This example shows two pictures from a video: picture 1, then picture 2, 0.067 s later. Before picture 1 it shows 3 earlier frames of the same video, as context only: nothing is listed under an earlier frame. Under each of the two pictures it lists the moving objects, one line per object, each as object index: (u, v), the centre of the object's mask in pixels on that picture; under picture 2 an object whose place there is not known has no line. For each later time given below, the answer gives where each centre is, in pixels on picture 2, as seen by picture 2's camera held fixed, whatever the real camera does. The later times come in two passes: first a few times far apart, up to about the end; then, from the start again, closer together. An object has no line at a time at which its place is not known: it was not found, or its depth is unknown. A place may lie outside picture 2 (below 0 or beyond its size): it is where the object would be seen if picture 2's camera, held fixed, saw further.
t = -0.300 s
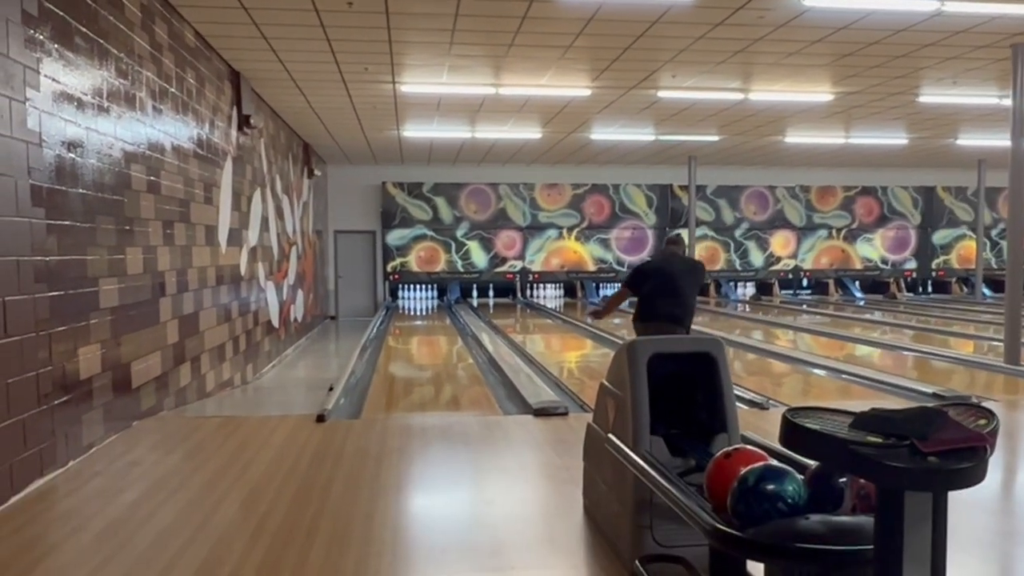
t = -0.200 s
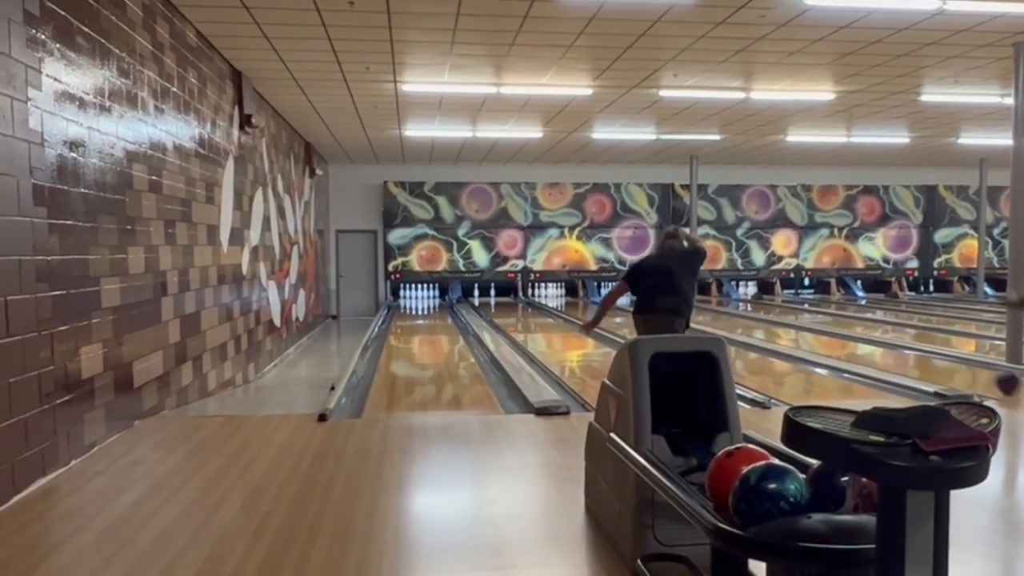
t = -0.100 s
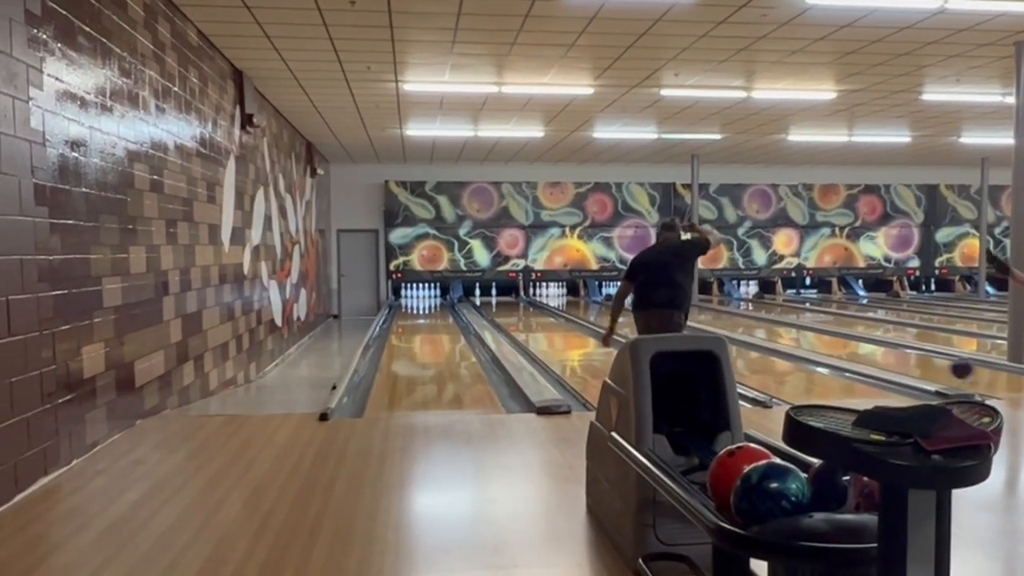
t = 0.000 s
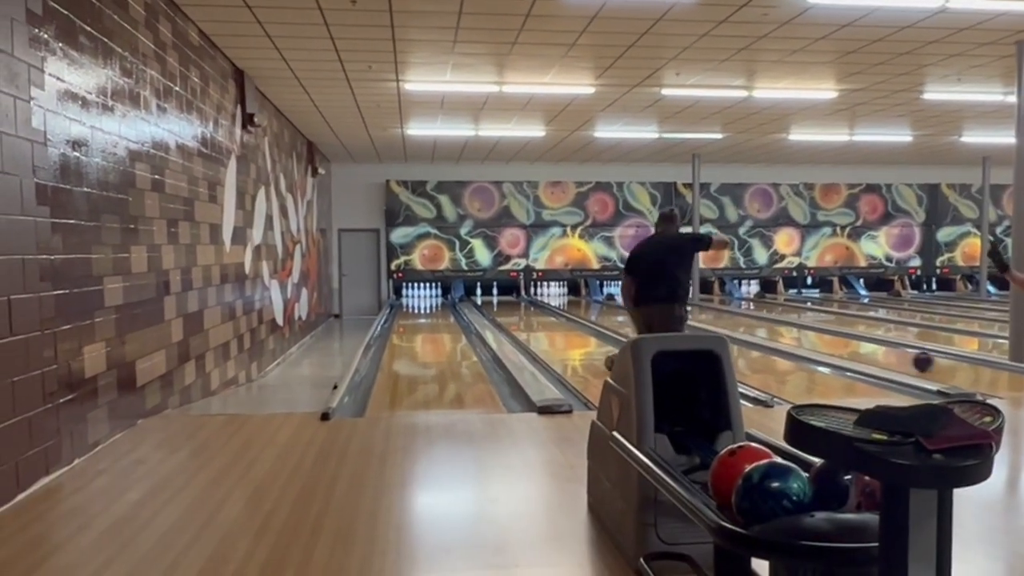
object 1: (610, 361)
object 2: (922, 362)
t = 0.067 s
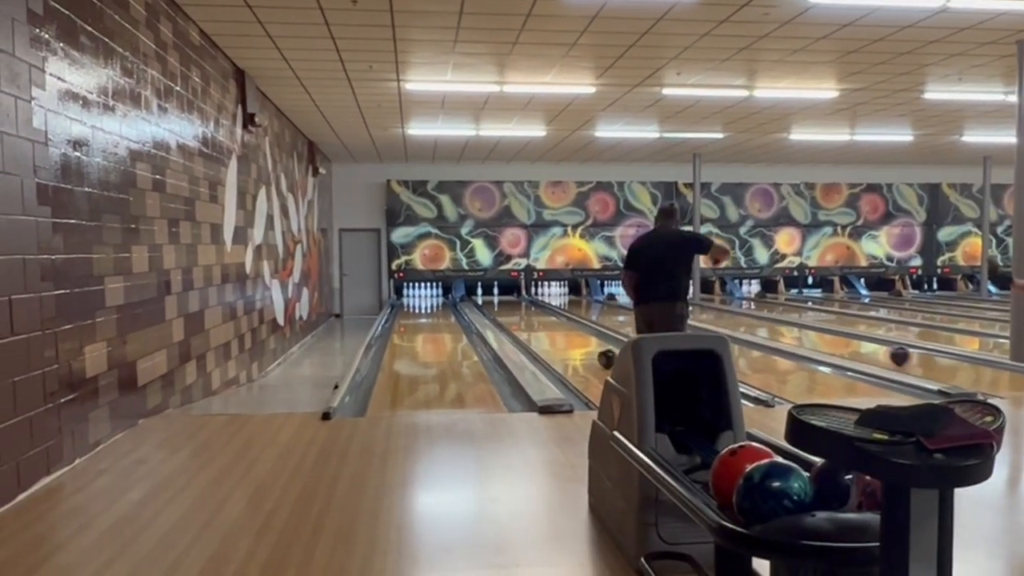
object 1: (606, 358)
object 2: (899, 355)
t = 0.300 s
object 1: (582, 345)
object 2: (831, 341)
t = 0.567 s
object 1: (559, 334)
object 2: (774, 329)
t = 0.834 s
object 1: (542, 324)
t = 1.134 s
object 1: (526, 318)
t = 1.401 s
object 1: (514, 312)
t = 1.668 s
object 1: (504, 306)
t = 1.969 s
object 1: (495, 300)
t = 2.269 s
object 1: (486, 298)
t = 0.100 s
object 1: (603, 356)
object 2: (888, 353)
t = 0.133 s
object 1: (599, 355)
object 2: (878, 351)
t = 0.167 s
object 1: (596, 352)
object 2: (867, 349)
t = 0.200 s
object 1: (592, 351)
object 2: (857, 347)
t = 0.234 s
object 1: (588, 349)
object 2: (849, 344)
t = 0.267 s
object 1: (585, 347)
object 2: (840, 343)
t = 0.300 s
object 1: (582, 345)
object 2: (831, 341)
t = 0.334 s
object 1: (579, 344)
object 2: (823, 339)
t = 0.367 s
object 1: (576, 342)
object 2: (815, 338)
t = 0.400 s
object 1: (573, 341)
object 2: (807, 336)
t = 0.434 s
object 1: (570, 339)
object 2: (800, 335)
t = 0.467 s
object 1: (567, 338)
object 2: (794, 333)
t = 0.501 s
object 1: (565, 336)
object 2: (787, 331)
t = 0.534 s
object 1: (562, 335)
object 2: (780, 330)
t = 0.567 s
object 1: (559, 334)
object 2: (774, 329)
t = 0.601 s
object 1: (557, 333)
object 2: (769, 327)
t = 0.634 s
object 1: (555, 331)
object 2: (763, 326)
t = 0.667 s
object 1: (552, 330)
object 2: (757, 324)
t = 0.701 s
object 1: (551, 328)
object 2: (752, 324)
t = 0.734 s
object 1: (548, 329)
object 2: (747, 323)
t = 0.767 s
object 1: (546, 328)
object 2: (742, 321)
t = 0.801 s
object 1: (544, 326)
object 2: (737, 320)
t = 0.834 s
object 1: (542, 324)
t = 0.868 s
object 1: (540, 323)
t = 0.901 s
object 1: (538, 322)
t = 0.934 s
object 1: (536, 321)
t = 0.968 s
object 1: (535, 321)
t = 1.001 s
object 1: (533, 320)
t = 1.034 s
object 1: (531, 320)
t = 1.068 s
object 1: (529, 318)
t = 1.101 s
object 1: (528, 317)
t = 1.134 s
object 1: (526, 318)
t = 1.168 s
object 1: (525, 316)
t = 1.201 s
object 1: (523, 315)
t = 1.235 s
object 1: (521, 314)
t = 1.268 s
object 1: (520, 314)
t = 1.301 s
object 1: (519, 313)
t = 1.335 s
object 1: (518, 313)
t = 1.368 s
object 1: (516, 311)
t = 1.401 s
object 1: (514, 312)
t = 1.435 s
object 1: (514, 310)
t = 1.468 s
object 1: (513, 310)
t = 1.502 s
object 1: (511, 309)
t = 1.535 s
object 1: (510, 308)
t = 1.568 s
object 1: (508, 308)
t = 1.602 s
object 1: (508, 307)
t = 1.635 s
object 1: (506, 307)
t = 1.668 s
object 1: (504, 306)
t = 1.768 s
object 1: (502, 304)
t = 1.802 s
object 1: (501, 303)
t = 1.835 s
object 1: (500, 303)
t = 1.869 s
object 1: (497, 302)
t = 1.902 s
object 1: (497, 302)
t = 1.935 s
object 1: (495, 301)
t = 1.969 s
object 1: (495, 300)
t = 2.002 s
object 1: (495, 301)
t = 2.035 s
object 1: (494, 302)
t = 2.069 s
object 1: (490, 299)
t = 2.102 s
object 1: (490, 299)
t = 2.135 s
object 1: (489, 298)
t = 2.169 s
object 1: (490, 298)
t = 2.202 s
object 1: (488, 298)
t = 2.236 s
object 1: (486, 298)
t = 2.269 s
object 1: (486, 298)
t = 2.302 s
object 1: (484, 298)
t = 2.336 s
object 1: (482, 297)
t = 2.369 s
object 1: (481, 297)
